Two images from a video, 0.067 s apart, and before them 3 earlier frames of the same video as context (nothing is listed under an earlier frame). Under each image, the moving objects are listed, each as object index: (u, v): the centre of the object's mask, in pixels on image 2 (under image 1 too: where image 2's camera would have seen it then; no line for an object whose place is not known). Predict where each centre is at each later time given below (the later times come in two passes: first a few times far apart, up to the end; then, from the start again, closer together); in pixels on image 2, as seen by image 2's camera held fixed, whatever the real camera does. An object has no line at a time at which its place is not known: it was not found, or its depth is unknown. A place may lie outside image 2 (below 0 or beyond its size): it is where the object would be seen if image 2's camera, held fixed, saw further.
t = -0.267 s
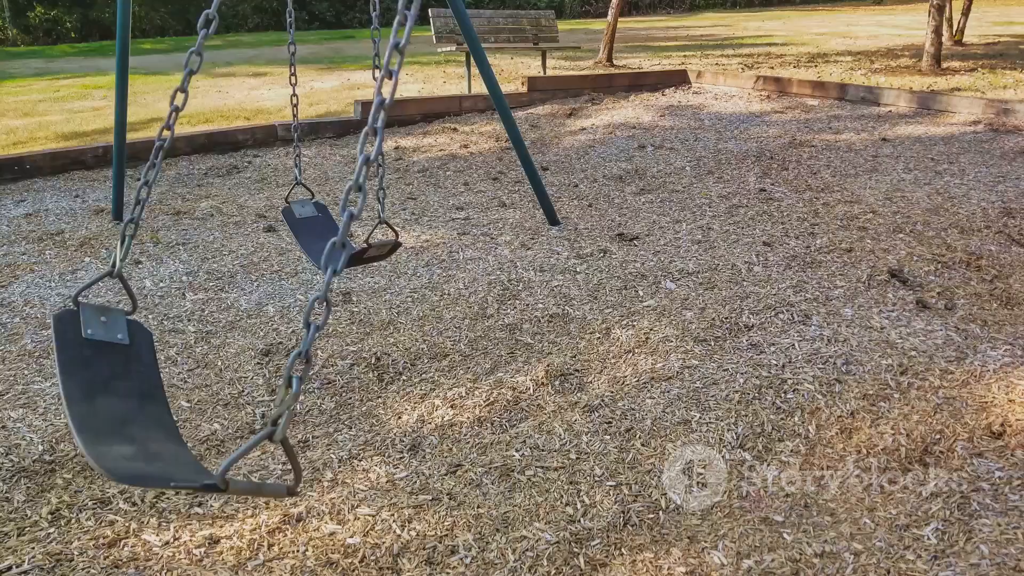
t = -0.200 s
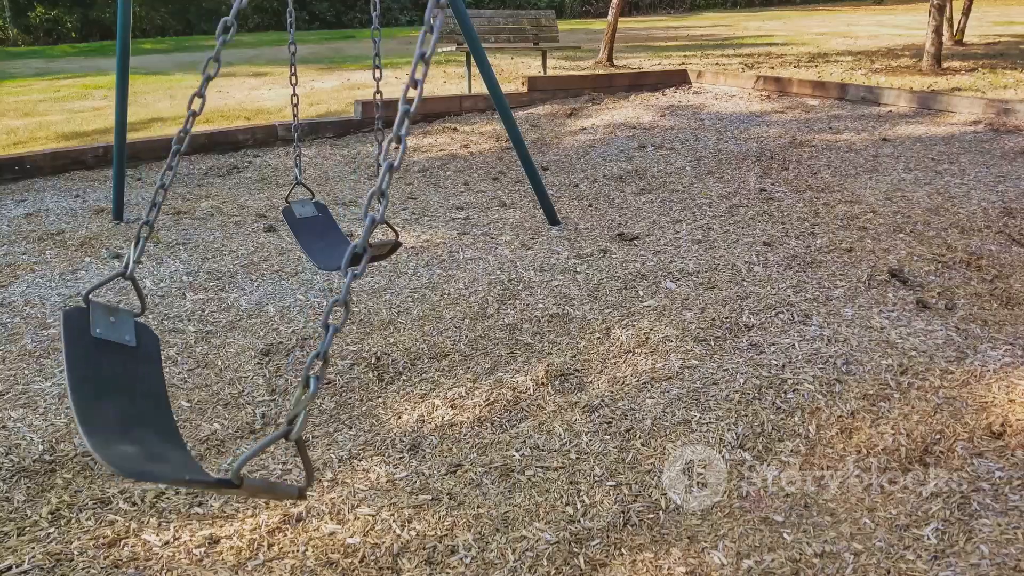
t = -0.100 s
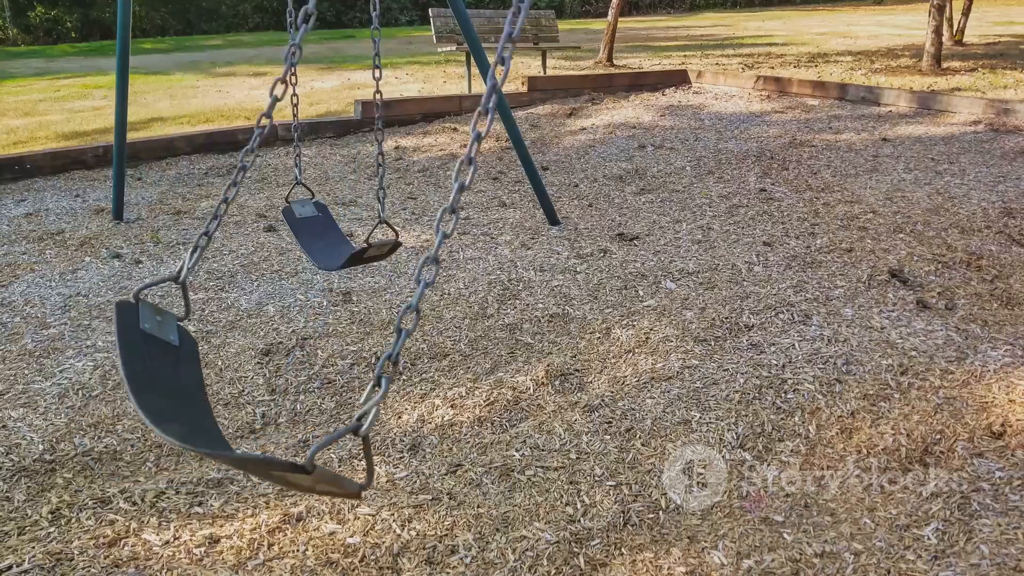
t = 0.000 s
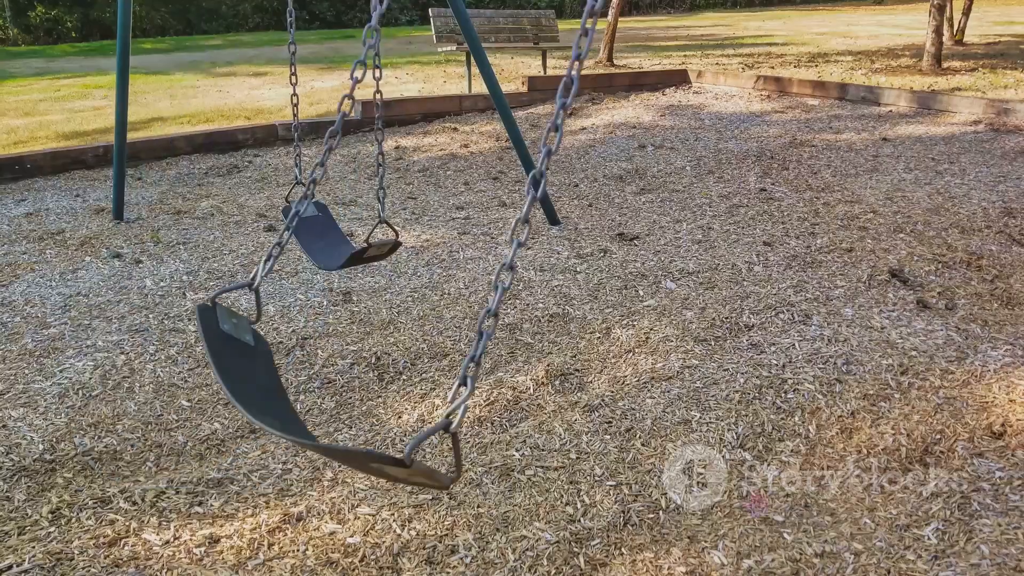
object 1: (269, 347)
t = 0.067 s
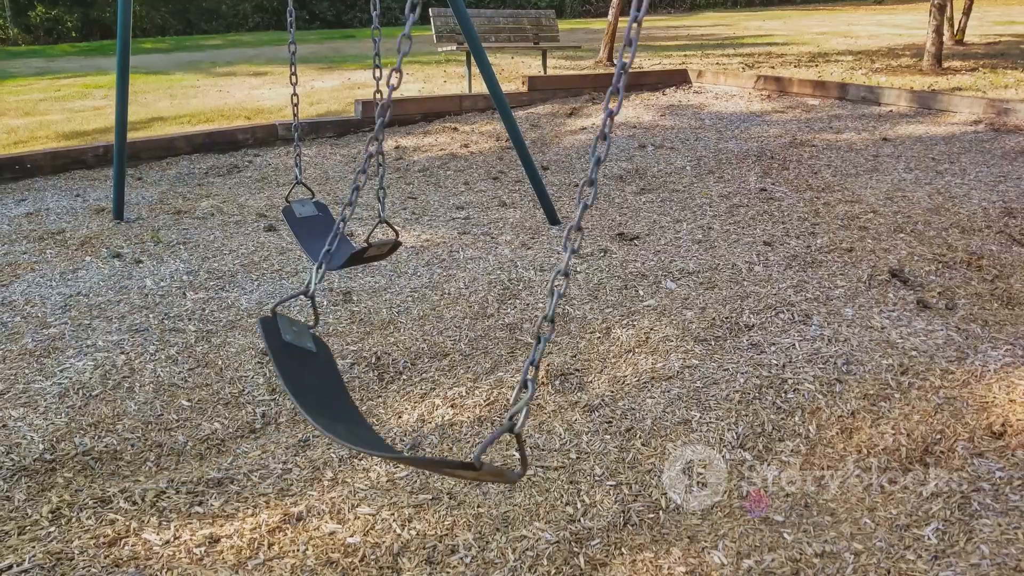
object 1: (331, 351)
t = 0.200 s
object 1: (467, 357)
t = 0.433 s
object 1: (684, 301)
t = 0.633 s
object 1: (775, 259)
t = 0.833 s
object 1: (795, 239)
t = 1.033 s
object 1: (807, 228)
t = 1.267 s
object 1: (763, 234)
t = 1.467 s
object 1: (638, 303)
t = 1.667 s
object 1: (453, 329)
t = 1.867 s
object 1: (293, 341)
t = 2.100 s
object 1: (201, 351)
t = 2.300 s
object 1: (187, 353)
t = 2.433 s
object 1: (210, 352)
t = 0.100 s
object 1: (366, 358)
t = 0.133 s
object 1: (399, 361)
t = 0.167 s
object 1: (431, 356)
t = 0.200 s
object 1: (467, 357)
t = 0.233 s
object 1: (506, 359)
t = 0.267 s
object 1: (545, 358)
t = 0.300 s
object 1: (580, 350)
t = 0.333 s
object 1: (609, 337)
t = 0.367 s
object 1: (639, 326)
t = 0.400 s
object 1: (667, 316)
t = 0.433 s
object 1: (684, 301)
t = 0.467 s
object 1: (707, 292)
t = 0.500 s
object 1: (724, 282)
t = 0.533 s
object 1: (739, 275)
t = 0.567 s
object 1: (753, 268)
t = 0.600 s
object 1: (766, 263)
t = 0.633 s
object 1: (775, 259)
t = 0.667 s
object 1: (782, 256)
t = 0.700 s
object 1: (789, 253)
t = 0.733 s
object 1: (790, 249)
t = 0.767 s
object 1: (792, 246)
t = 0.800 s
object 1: (796, 244)
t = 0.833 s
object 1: (795, 239)
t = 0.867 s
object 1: (797, 235)
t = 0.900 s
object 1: (802, 234)
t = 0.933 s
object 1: (805, 233)
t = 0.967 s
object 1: (807, 231)
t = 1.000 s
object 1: (807, 228)
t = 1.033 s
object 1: (807, 228)
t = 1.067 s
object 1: (806, 228)
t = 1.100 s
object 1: (803, 227)
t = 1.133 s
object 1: (795, 226)
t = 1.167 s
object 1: (789, 226)
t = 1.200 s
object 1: (783, 227)
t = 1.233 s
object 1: (775, 231)
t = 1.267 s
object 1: (763, 234)
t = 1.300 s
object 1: (750, 242)
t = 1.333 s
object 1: (733, 250)
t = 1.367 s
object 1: (712, 261)
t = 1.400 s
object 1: (692, 276)
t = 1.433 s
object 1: (664, 288)
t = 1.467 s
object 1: (638, 303)
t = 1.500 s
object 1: (602, 306)
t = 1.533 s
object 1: (575, 317)
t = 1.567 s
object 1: (544, 321)
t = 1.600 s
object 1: (514, 326)
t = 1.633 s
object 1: (483, 327)
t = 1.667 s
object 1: (453, 329)
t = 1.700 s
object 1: (426, 334)
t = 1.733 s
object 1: (397, 335)
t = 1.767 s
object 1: (369, 335)
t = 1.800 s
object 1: (343, 339)
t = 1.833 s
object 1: (318, 341)
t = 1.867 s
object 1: (293, 341)
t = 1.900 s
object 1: (273, 345)
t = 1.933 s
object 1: (255, 346)
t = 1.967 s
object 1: (239, 346)
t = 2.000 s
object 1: (226, 345)
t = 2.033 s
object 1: (216, 352)
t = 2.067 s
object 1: (216, 374)
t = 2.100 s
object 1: (201, 351)
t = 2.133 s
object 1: (197, 352)
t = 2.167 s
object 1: (193, 349)
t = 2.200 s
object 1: (190, 350)
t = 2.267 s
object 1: (188, 354)
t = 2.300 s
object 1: (187, 353)
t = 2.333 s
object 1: (189, 353)
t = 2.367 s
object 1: (194, 357)
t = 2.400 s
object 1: (200, 353)
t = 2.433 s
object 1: (210, 352)
